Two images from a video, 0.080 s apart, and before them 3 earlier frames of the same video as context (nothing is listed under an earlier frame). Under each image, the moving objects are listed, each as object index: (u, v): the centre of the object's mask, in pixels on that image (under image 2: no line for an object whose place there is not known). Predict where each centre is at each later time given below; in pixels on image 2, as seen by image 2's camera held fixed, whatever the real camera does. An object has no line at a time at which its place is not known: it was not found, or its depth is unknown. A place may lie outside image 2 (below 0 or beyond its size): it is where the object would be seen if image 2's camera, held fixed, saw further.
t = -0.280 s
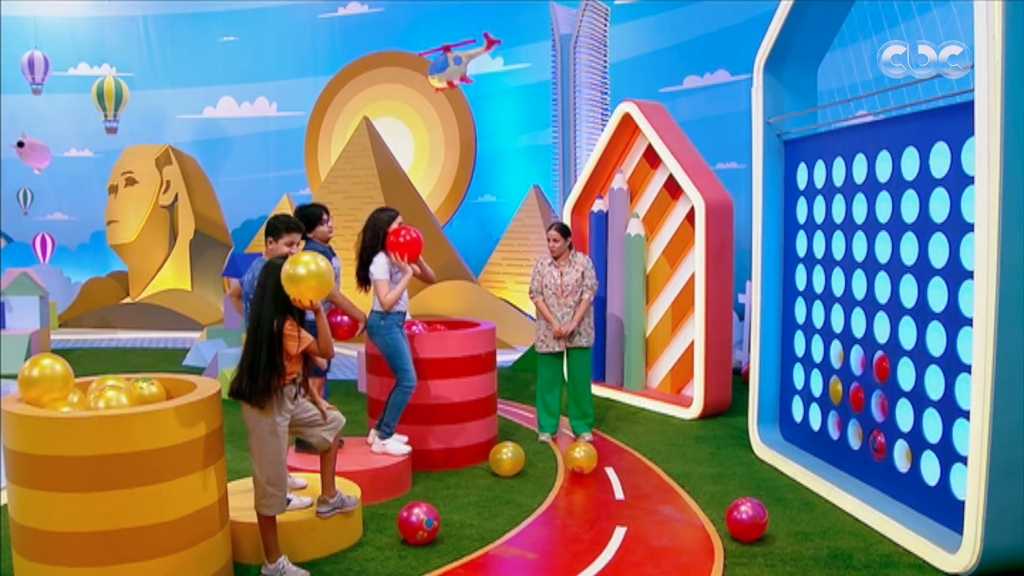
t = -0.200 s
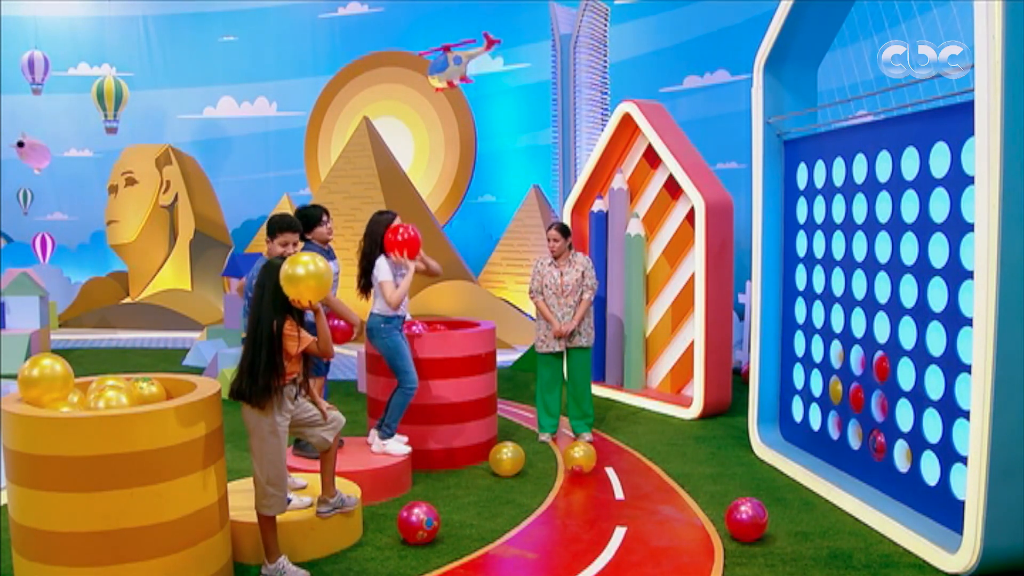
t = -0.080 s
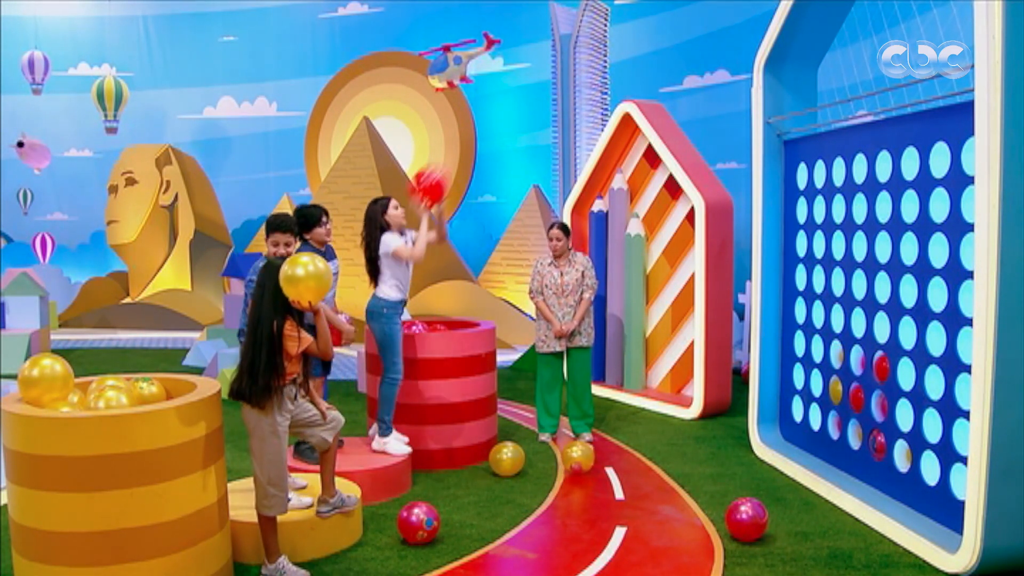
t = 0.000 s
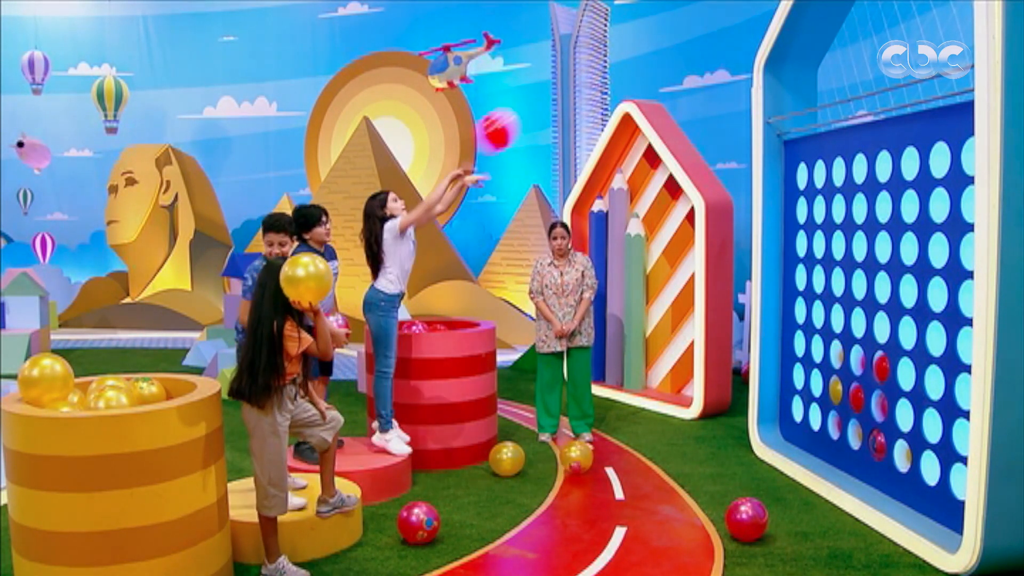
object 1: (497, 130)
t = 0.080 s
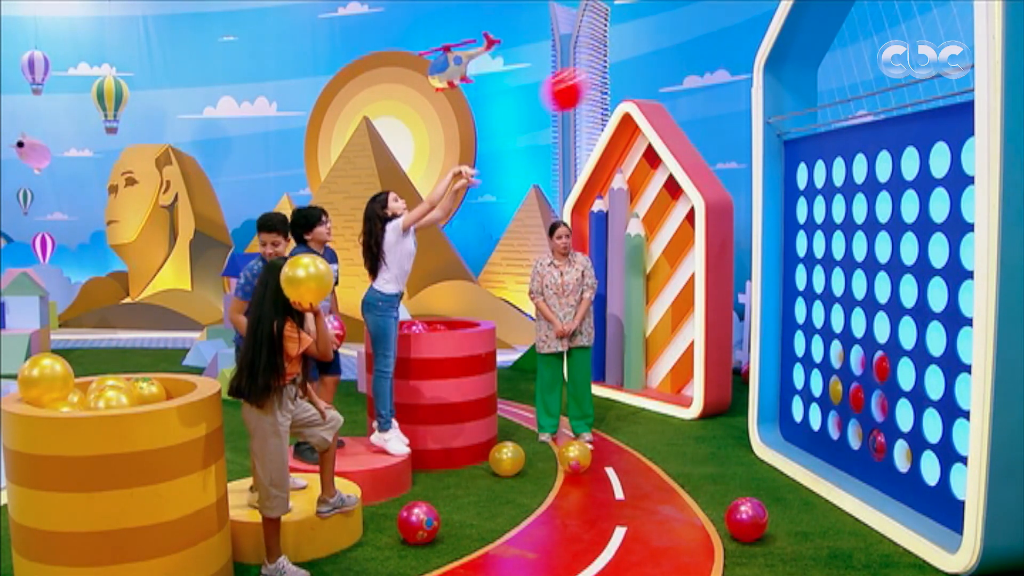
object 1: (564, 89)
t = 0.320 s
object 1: (752, 37)
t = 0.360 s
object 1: (786, 40)
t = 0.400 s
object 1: (812, 45)
